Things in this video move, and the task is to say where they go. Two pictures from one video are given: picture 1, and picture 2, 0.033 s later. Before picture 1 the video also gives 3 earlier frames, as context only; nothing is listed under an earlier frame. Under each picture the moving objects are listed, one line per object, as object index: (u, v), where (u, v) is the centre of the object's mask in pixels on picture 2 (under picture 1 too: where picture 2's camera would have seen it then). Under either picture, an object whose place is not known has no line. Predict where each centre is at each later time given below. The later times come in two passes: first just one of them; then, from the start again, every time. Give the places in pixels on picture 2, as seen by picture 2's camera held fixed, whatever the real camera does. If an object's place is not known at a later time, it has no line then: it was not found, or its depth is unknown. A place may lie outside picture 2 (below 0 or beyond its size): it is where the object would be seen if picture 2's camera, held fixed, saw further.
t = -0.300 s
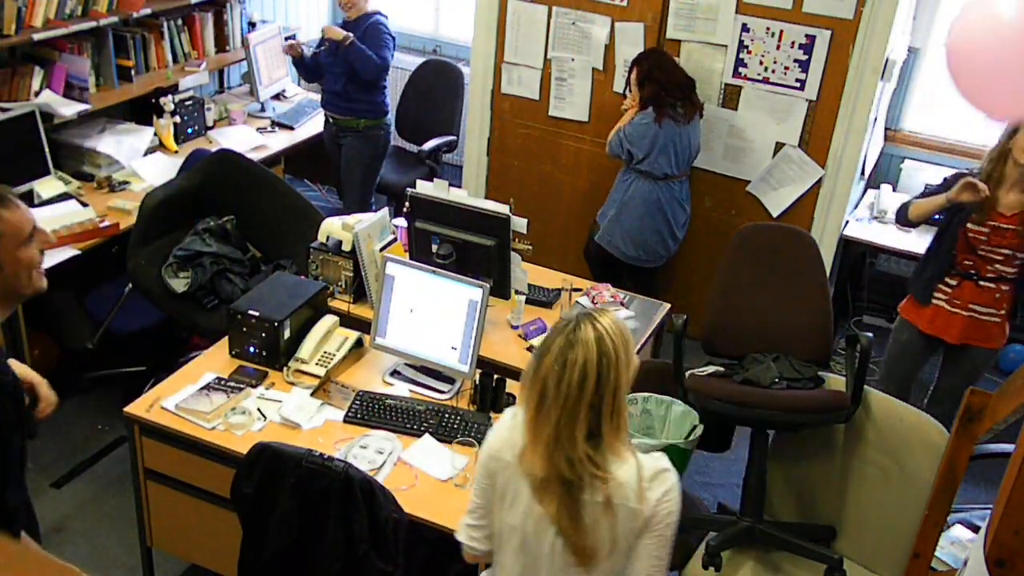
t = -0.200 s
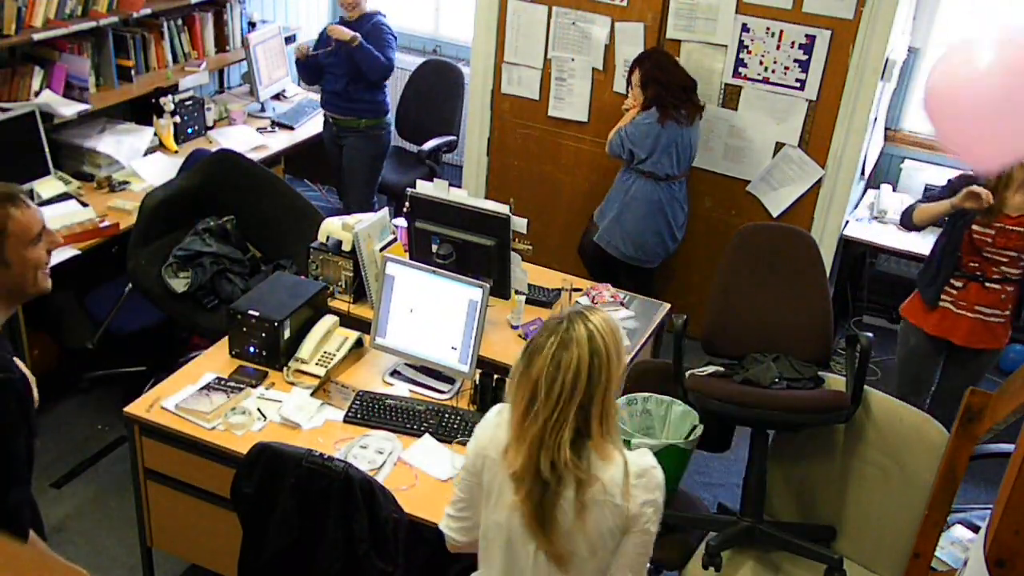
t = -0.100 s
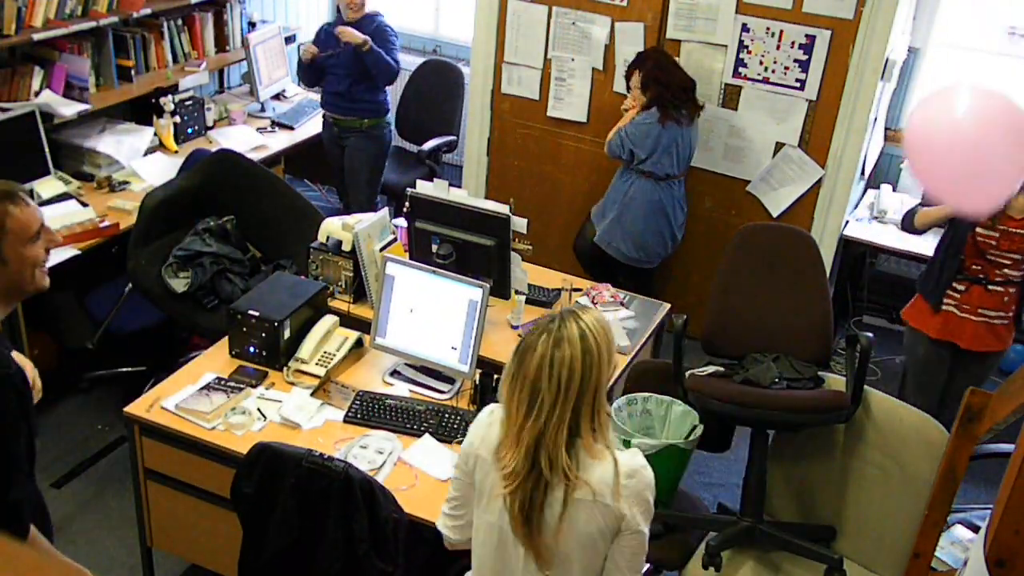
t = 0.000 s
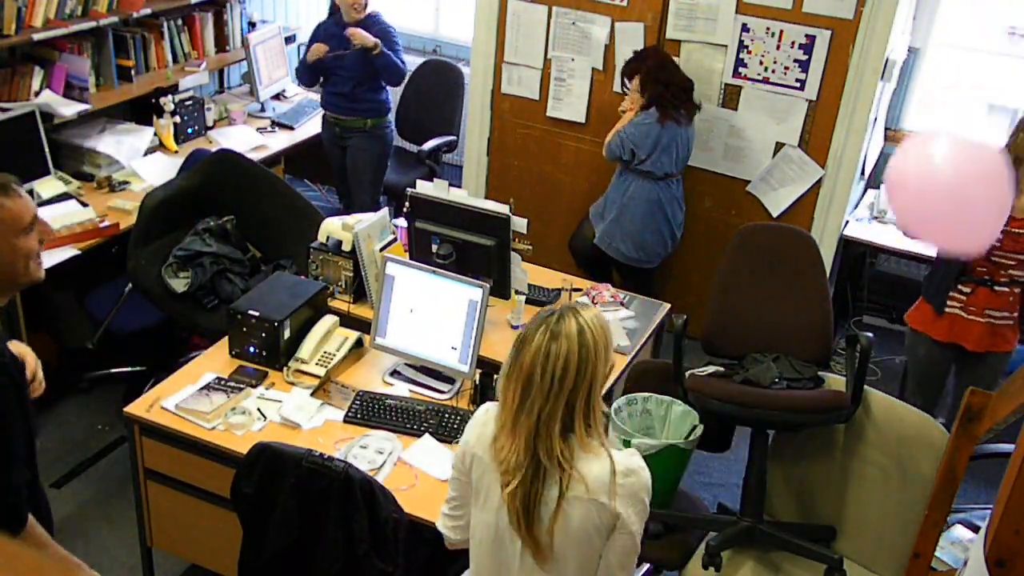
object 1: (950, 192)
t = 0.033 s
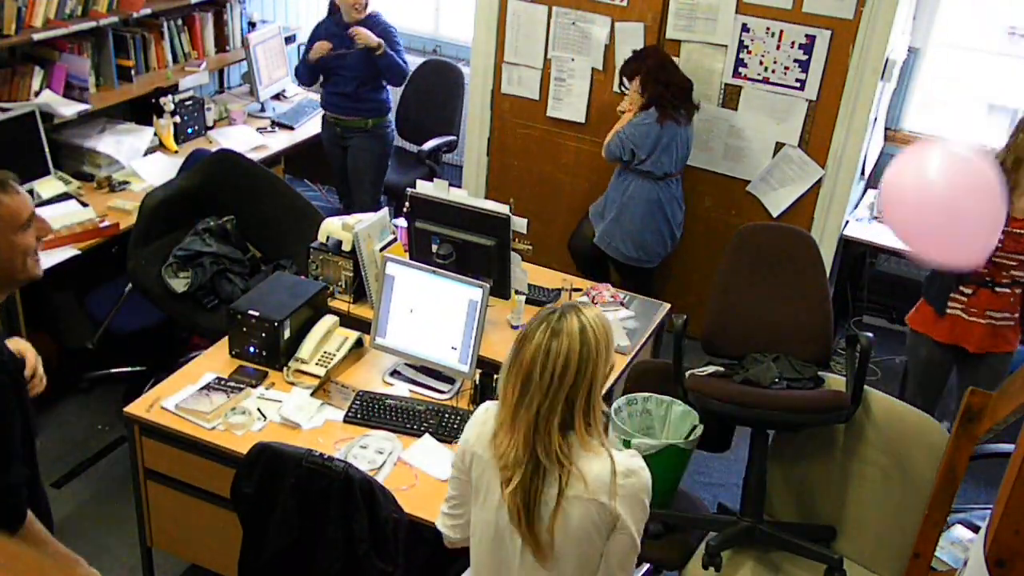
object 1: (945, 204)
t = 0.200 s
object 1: (917, 272)
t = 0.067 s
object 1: (938, 218)
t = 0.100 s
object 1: (932, 235)
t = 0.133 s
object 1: (927, 247)
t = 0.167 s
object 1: (922, 259)
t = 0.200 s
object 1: (917, 272)
